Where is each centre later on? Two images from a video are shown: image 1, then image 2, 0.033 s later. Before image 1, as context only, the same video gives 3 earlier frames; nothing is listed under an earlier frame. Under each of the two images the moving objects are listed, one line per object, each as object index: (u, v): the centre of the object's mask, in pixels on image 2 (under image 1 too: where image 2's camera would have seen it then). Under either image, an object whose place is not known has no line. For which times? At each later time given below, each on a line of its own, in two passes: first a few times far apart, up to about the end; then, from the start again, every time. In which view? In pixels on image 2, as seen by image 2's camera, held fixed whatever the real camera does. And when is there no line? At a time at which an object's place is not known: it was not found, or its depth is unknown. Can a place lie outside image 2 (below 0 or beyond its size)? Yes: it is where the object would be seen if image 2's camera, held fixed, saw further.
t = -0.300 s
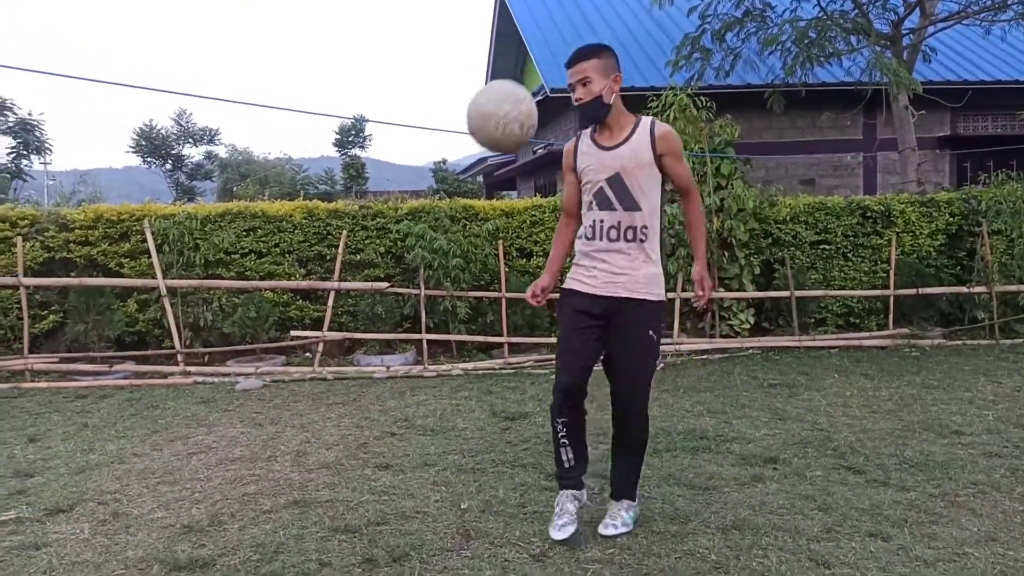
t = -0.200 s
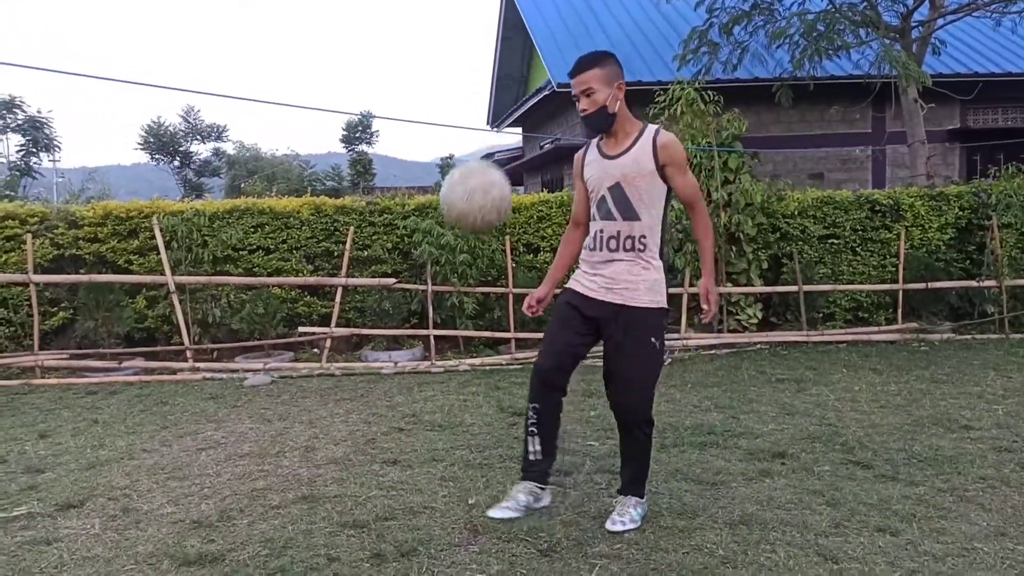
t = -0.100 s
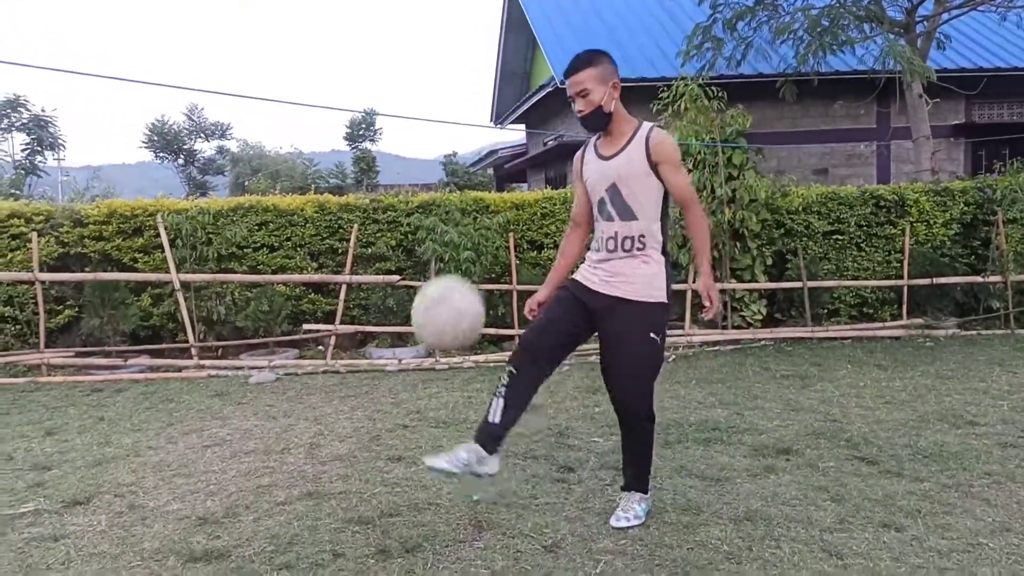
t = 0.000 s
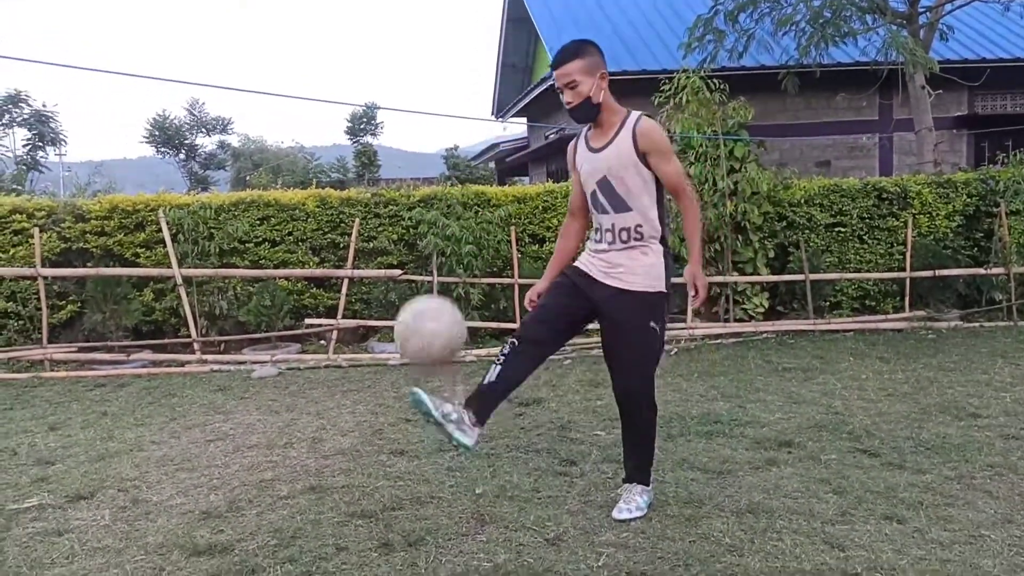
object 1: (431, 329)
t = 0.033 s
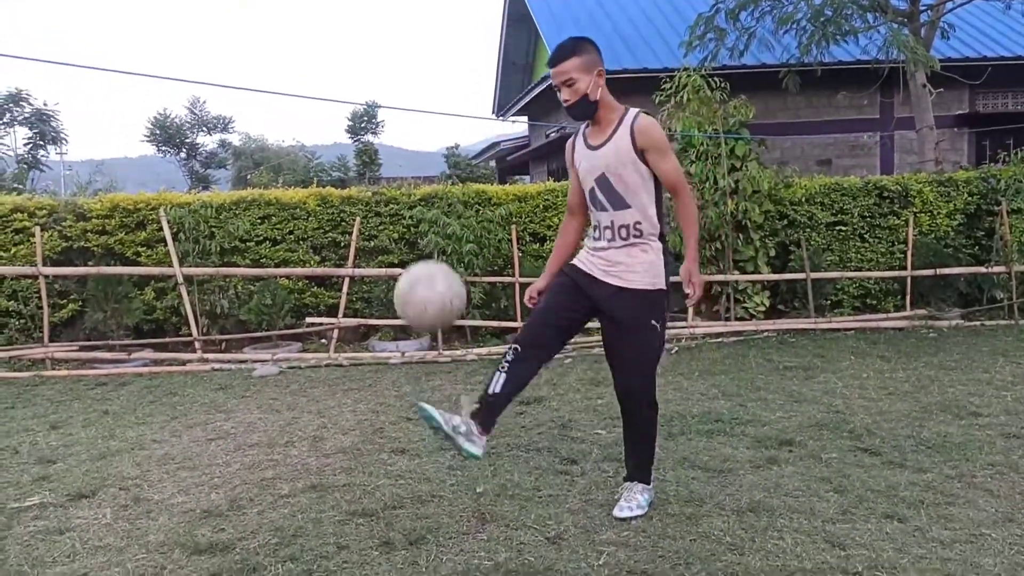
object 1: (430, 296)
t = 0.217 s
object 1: (428, 181)
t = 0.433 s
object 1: (432, 177)
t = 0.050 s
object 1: (429, 282)
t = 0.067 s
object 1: (429, 268)
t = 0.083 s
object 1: (429, 254)
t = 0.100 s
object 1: (429, 241)
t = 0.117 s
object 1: (429, 230)
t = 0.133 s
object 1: (427, 219)
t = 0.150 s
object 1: (428, 211)
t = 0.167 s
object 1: (428, 201)
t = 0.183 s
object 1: (428, 194)
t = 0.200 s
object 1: (428, 186)
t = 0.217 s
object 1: (428, 181)
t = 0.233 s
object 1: (427, 175)
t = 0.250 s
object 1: (428, 171)
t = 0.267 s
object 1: (428, 168)
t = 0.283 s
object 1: (427, 165)
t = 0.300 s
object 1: (428, 163)
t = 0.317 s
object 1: (428, 162)
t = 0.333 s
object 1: (428, 162)
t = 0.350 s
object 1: (428, 163)
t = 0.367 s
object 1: (429, 164)
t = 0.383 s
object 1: (430, 166)
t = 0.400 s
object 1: (431, 168)
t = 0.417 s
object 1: (431, 173)
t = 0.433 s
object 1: (432, 177)
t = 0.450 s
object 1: (432, 181)
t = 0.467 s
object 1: (433, 187)
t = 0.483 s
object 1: (434, 195)
